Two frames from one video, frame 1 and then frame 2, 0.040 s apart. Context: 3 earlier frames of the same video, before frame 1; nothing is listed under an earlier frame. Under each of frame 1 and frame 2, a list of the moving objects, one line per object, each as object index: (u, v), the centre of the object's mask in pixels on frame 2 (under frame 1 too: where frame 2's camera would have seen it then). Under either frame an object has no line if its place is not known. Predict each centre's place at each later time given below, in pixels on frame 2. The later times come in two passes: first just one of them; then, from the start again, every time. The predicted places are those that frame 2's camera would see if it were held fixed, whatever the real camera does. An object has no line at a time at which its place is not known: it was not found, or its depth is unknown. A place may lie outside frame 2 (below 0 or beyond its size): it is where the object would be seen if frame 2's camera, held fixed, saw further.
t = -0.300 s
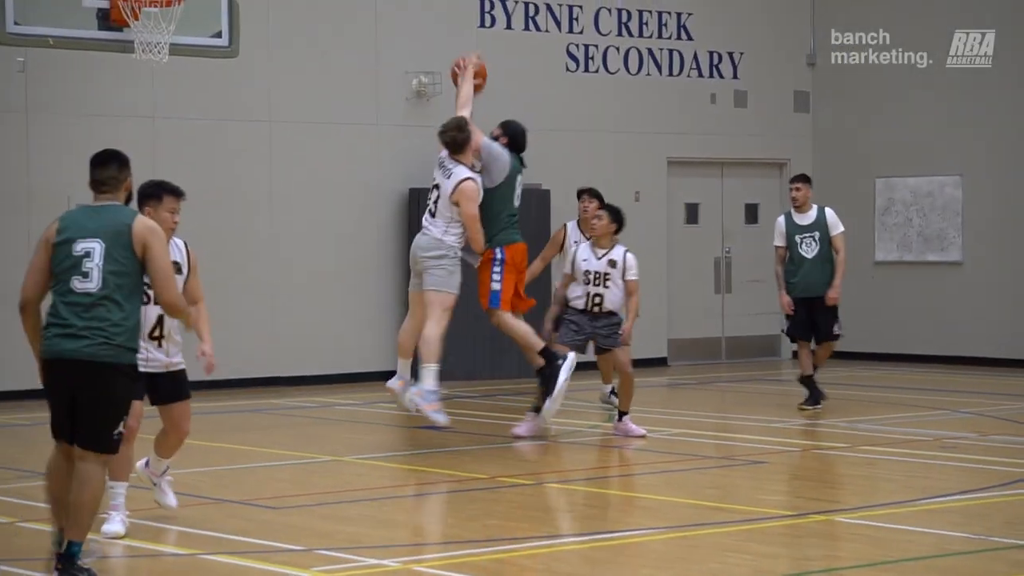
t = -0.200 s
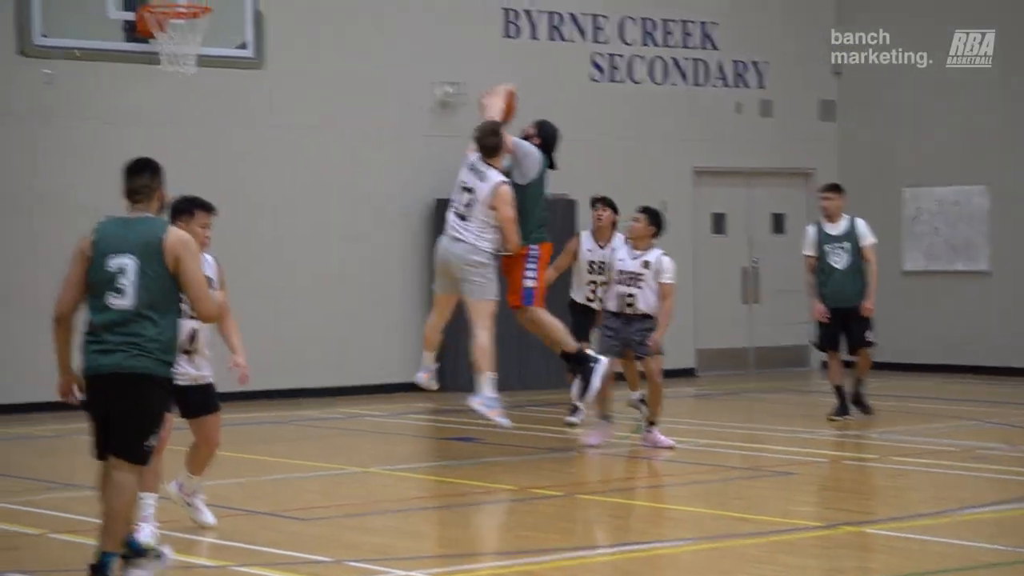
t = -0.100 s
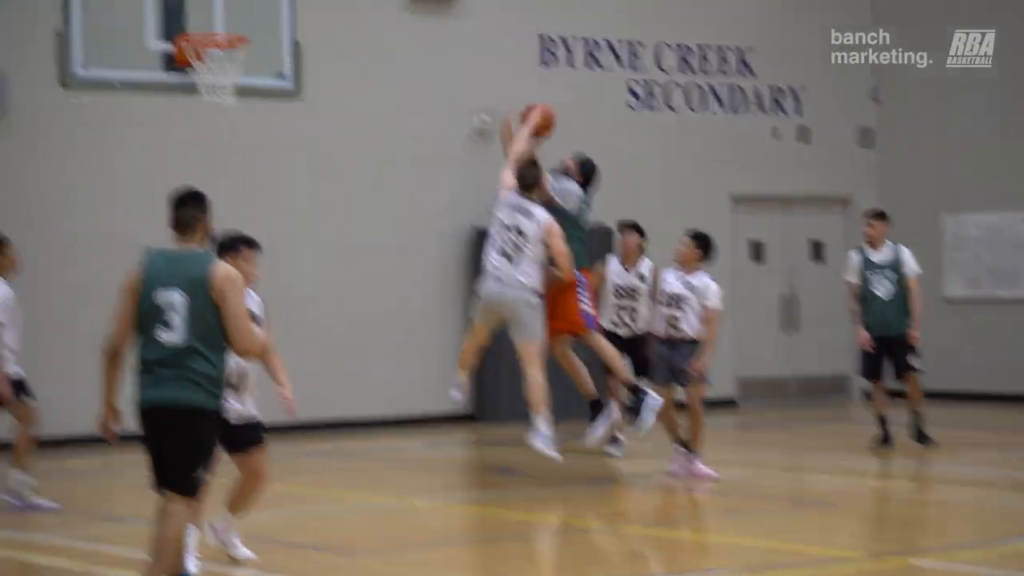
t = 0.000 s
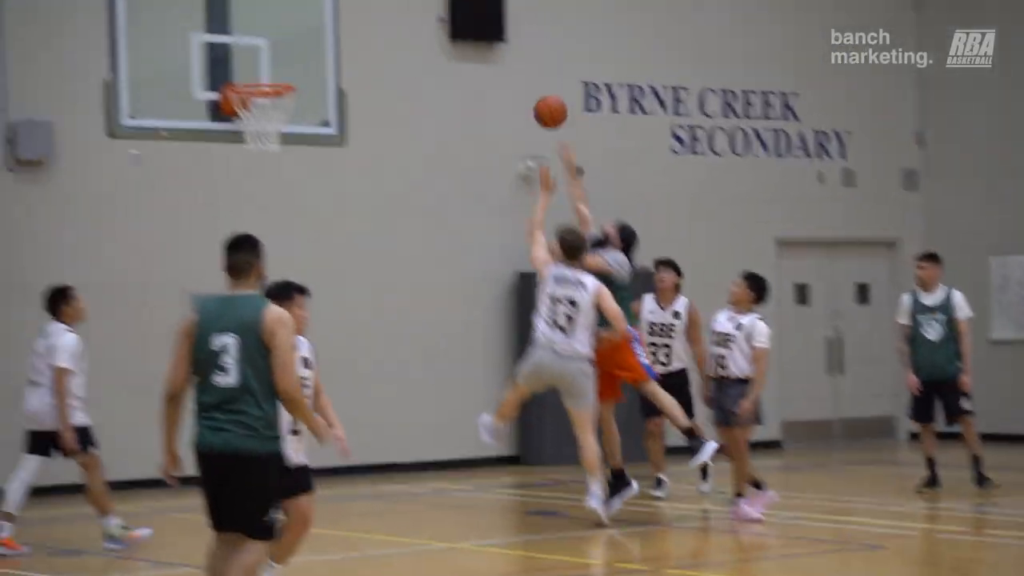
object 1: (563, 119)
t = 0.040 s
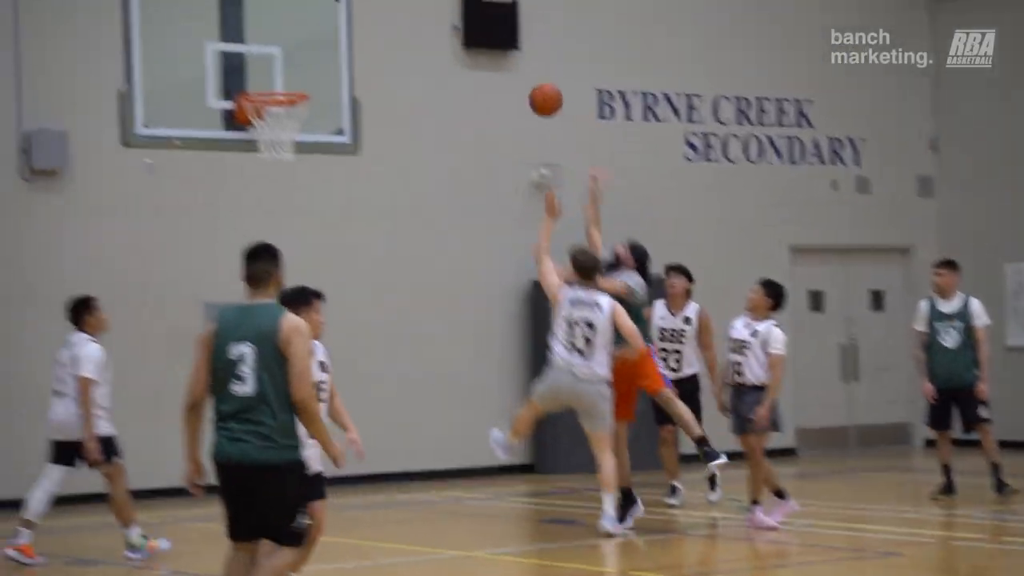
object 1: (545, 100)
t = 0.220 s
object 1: (467, 38)
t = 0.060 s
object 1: (536, 90)
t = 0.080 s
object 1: (527, 82)
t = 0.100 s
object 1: (519, 74)
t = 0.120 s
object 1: (510, 66)
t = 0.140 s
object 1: (501, 59)
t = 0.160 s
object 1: (493, 53)
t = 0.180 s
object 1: (484, 47)
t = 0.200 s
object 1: (475, 42)
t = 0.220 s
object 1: (467, 38)
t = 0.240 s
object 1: (458, 34)
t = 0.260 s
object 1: (449, 31)
